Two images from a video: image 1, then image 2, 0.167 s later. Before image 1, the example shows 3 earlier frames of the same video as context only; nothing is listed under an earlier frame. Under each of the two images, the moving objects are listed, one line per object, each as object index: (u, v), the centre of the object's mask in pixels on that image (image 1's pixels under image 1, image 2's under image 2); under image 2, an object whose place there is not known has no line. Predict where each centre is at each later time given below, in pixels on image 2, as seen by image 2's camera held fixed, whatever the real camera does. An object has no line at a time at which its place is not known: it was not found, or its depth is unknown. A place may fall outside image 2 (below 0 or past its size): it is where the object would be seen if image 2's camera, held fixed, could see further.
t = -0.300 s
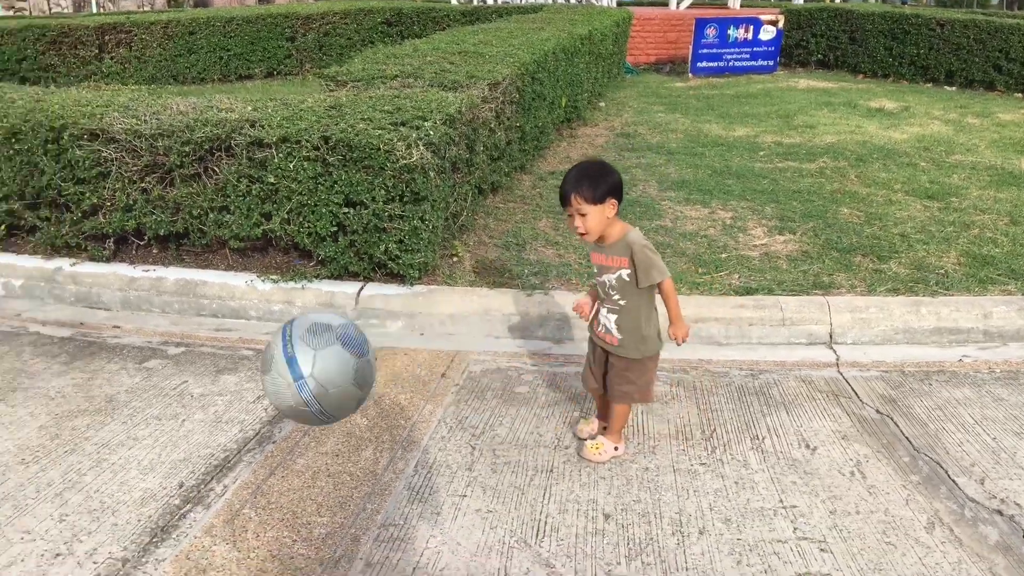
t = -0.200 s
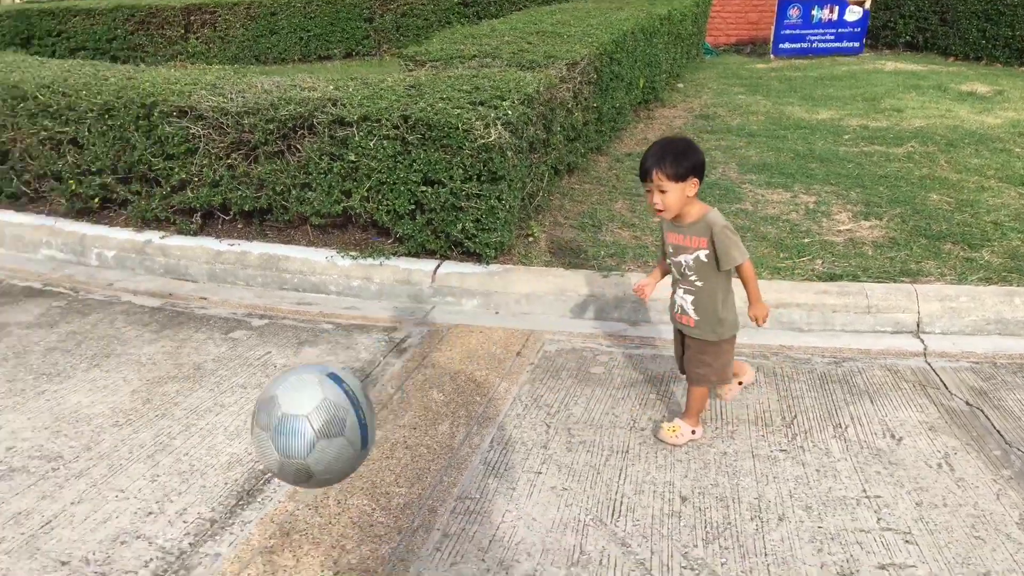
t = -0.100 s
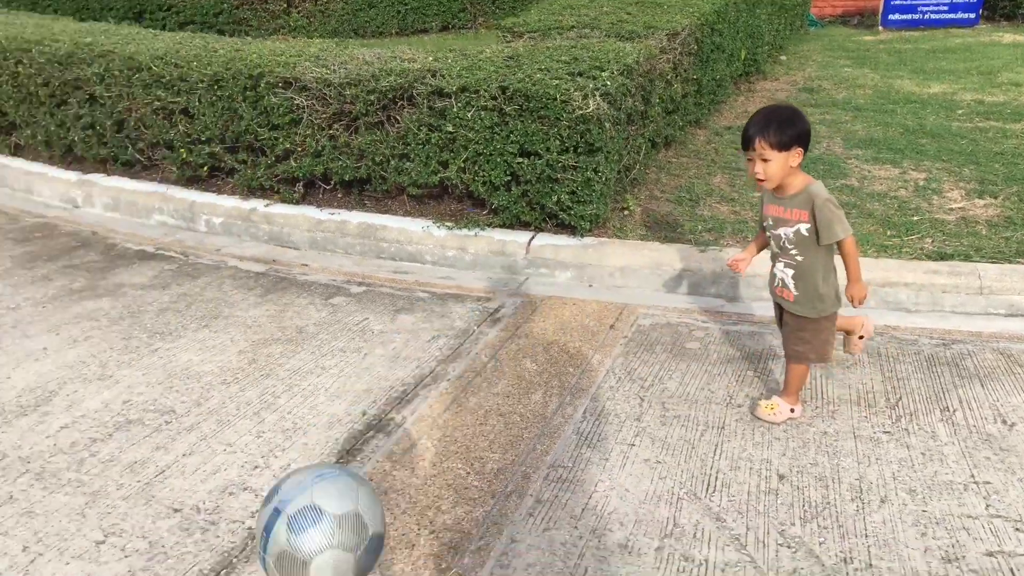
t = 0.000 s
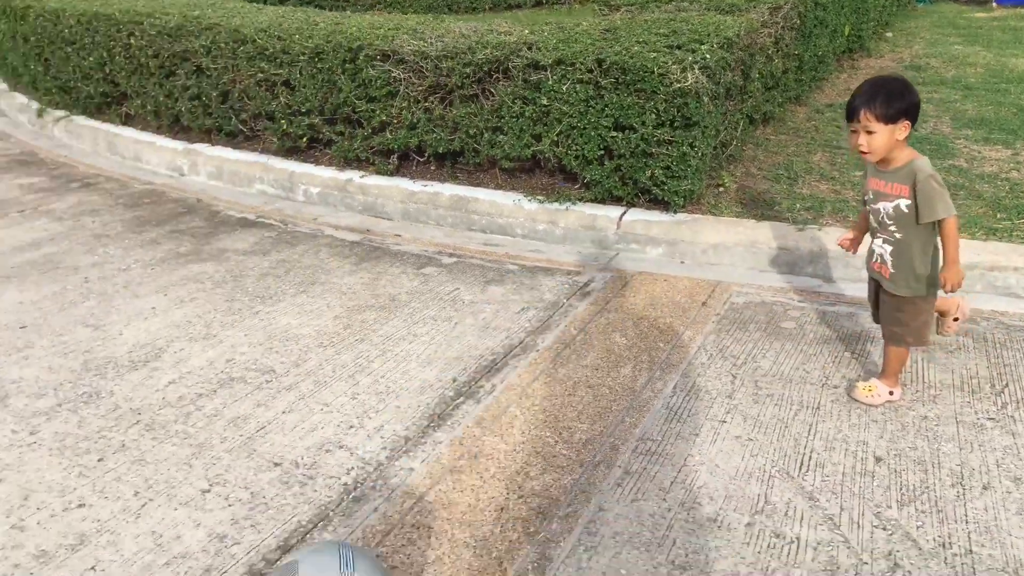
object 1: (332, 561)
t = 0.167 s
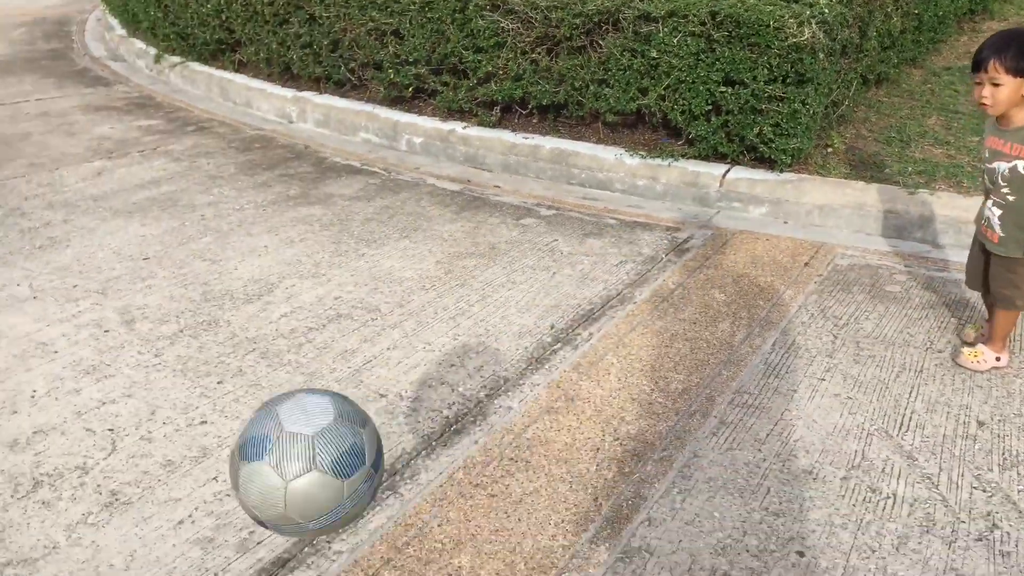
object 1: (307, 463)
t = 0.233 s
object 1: (285, 471)
